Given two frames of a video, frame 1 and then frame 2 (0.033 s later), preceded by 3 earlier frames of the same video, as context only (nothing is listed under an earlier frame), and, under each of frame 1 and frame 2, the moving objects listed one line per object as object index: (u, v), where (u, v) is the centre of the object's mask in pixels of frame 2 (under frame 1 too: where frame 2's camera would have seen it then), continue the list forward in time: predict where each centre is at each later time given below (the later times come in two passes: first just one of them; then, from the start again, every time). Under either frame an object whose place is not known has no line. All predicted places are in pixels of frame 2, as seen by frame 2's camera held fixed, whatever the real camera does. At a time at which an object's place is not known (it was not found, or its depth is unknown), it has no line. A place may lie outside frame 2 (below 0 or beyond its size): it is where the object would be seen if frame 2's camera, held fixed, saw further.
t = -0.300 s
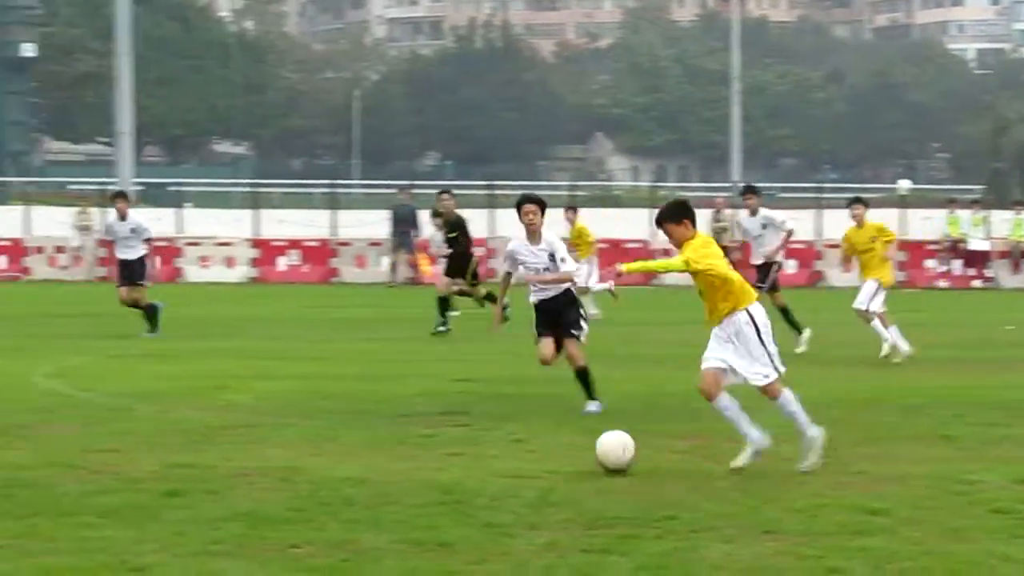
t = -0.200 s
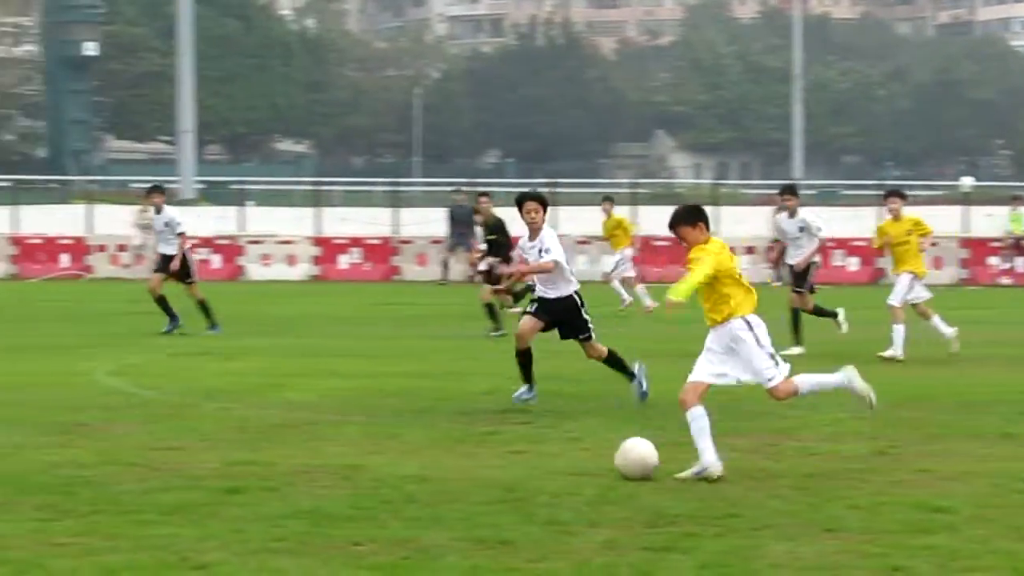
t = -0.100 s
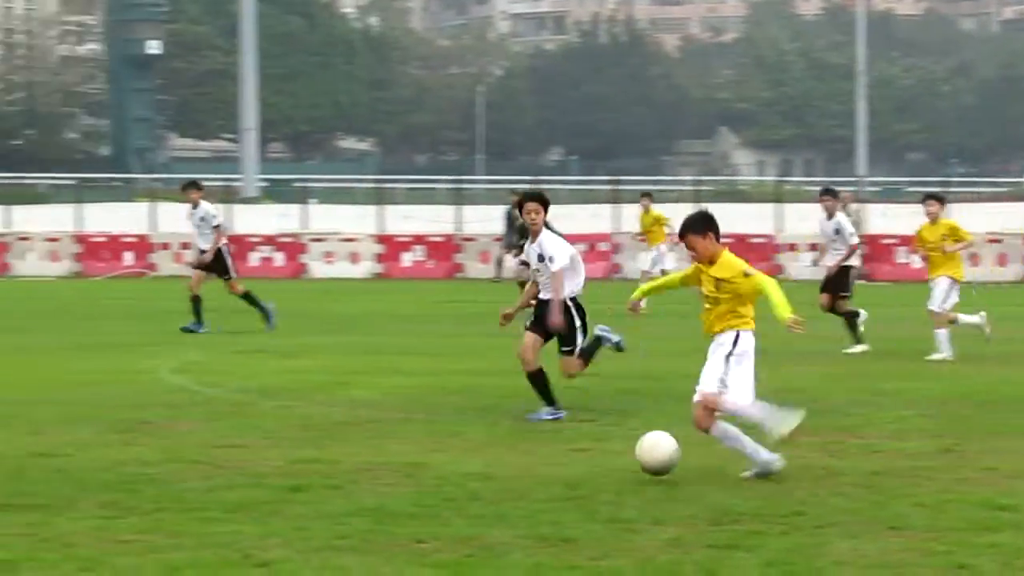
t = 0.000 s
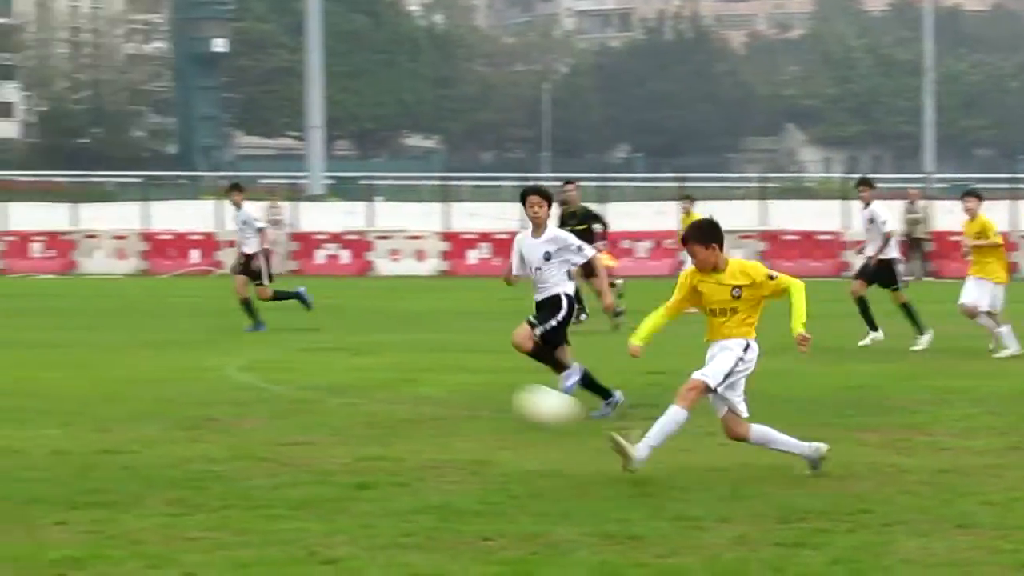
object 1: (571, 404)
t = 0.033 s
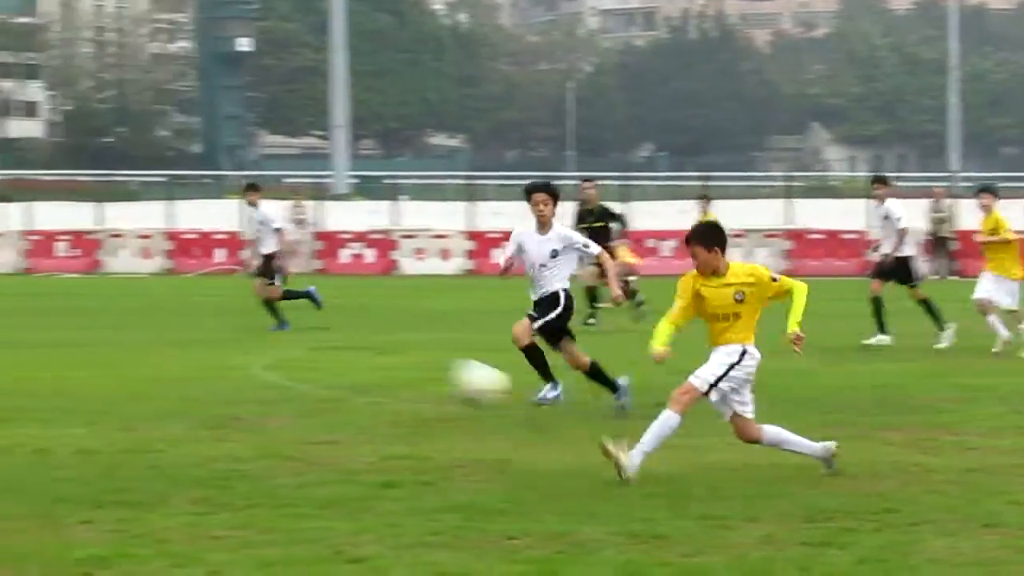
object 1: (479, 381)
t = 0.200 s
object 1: (9, 288)
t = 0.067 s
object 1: (384, 359)
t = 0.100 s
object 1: (289, 341)
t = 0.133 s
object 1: (197, 321)
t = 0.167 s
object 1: (105, 304)
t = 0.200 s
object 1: (9, 288)
